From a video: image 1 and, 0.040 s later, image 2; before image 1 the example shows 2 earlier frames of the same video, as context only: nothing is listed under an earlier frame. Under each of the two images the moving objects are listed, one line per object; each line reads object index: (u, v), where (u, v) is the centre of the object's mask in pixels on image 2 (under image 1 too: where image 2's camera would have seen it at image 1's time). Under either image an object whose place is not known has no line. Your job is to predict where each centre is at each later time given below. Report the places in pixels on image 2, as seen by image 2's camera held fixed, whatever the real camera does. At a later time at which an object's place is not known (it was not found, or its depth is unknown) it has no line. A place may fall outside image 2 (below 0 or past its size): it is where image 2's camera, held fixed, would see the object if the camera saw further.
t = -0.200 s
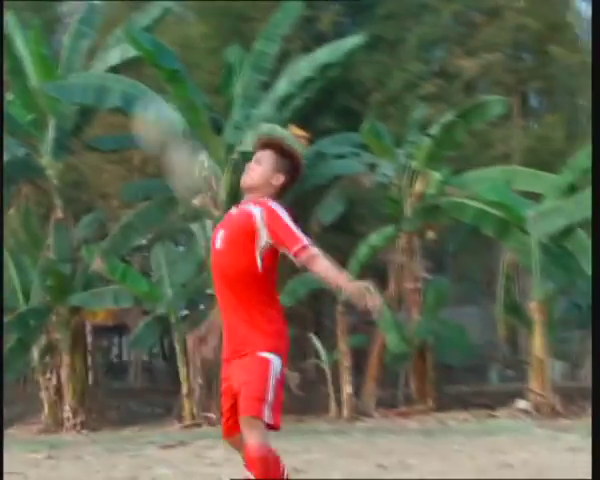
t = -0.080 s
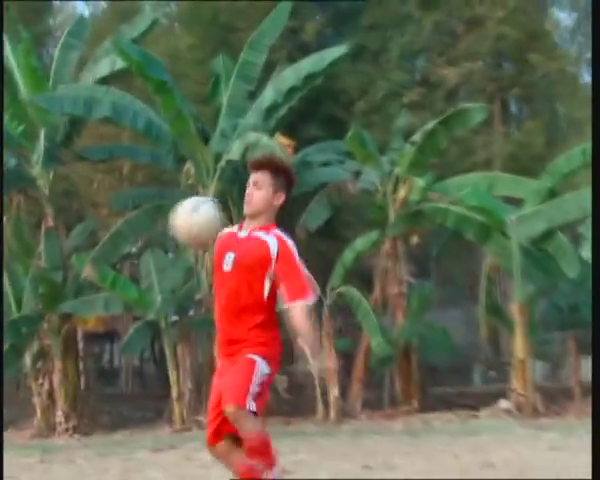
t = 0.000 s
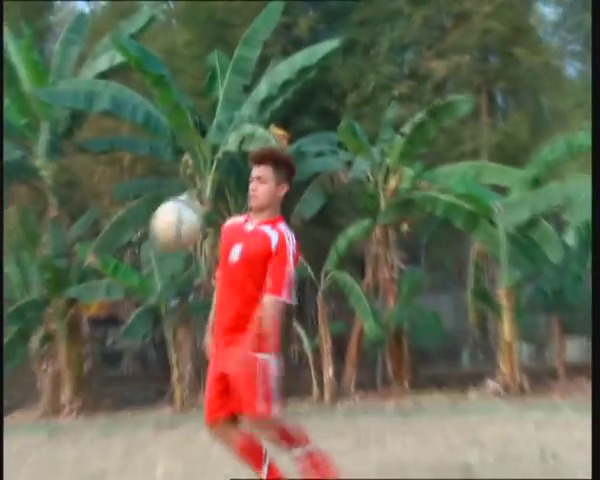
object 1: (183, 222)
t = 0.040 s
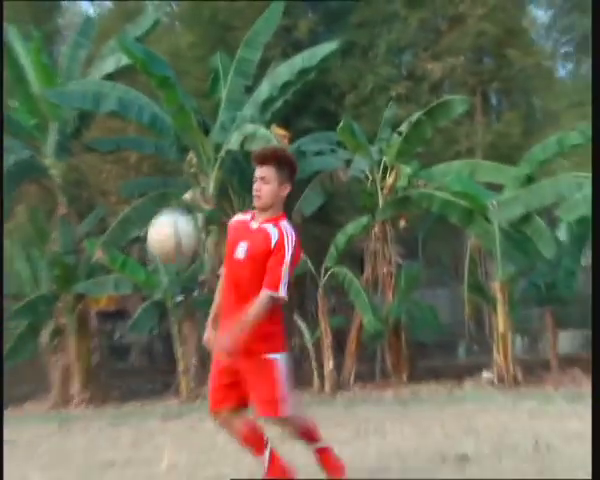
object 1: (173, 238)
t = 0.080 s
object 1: (163, 256)
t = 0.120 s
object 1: (153, 274)
